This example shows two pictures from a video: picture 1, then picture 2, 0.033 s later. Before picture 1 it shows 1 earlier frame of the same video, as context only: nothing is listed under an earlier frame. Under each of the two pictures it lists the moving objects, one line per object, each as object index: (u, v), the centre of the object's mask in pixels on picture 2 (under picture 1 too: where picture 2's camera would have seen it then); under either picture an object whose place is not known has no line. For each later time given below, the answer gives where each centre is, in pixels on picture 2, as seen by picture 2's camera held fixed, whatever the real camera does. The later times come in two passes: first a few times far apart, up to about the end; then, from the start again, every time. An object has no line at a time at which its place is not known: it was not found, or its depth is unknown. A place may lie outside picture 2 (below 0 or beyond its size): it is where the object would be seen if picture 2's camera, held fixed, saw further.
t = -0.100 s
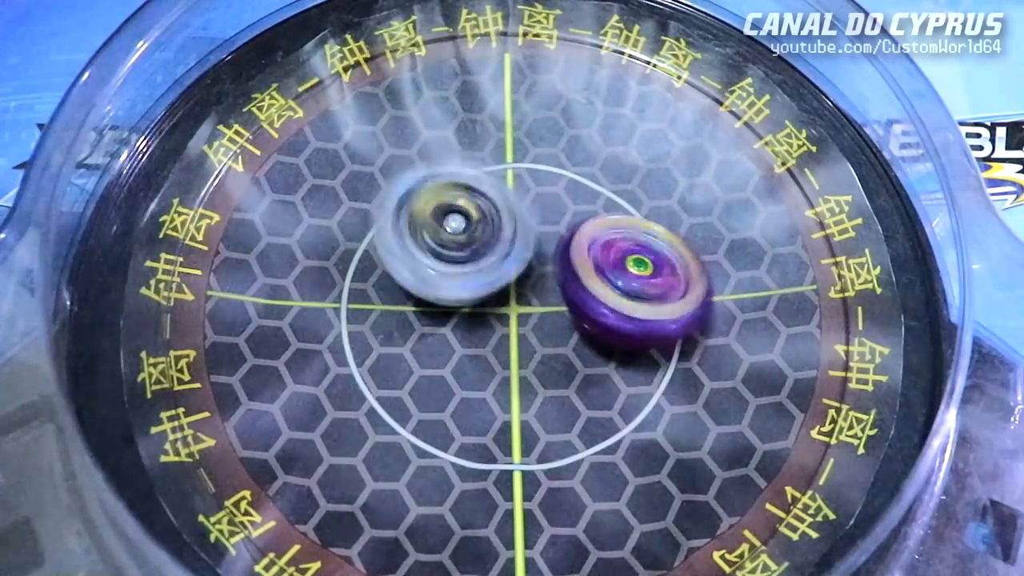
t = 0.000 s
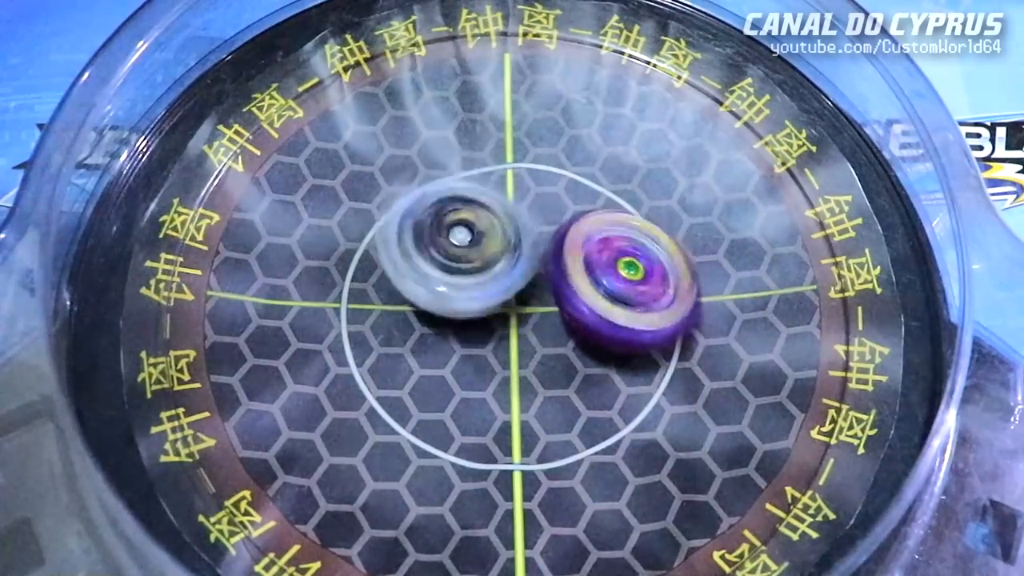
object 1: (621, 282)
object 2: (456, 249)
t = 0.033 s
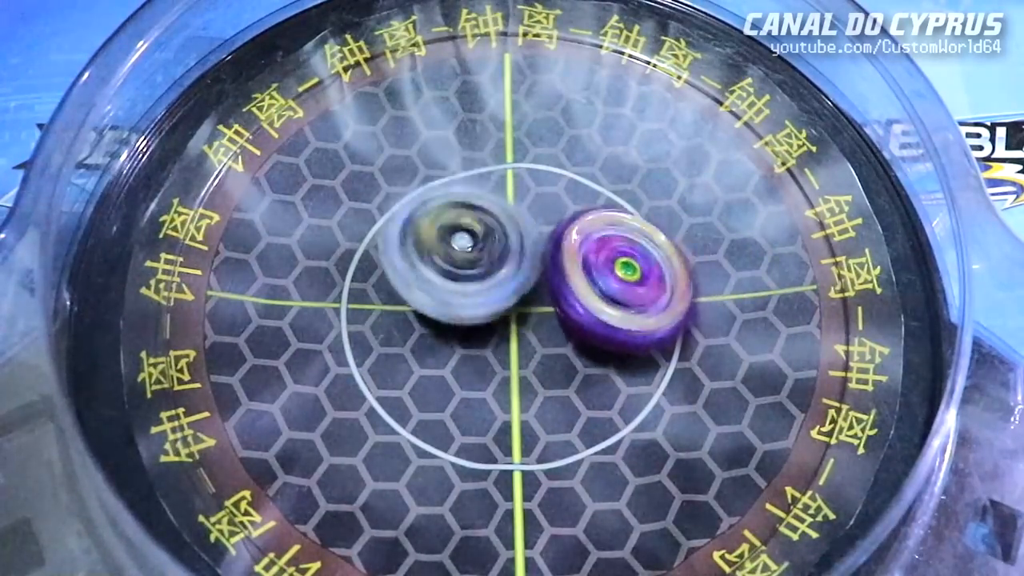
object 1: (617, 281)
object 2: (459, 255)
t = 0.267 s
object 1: (649, 285)
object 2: (445, 305)
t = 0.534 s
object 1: (607, 275)
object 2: (470, 362)
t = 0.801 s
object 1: (627, 259)
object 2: (487, 399)
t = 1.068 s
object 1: (595, 205)
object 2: (482, 396)
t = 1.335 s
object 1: (582, 196)
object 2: (457, 365)
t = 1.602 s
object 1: (578, 195)
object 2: (429, 337)
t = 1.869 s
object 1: (543, 220)
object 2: (410, 331)
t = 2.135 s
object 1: (562, 232)
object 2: (433, 324)
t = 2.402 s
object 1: (564, 235)
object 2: (434, 325)
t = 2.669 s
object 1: (593, 254)
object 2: (441, 321)
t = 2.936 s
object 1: (590, 246)
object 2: (455, 339)
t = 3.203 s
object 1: (618, 242)
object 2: (491, 345)
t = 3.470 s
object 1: (601, 251)
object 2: (468, 351)
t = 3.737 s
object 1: (596, 248)
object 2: (467, 347)
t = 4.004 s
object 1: (598, 245)
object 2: (482, 349)
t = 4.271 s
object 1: (599, 244)
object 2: (487, 351)
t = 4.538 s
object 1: (600, 244)
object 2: (487, 351)
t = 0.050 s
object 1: (616, 282)
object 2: (460, 255)
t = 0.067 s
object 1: (616, 283)
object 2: (461, 262)
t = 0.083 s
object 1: (617, 284)
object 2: (462, 262)
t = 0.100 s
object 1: (619, 285)
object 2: (461, 269)
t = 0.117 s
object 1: (629, 288)
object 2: (456, 271)
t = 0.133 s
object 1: (636, 286)
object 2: (454, 277)
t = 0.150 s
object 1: (643, 286)
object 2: (453, 279)
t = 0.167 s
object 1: (647, 285)
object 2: (454, 283)
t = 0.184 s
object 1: (650, 284)
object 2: (452, 284)
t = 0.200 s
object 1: (652, 285)
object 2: (450, 289)
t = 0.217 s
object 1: (652, 283)
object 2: (450, 290)
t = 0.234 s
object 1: (651, 282)
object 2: (449, 295)
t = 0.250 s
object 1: (652, 284)
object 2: (447, 299)
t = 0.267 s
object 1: (649, 285)
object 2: (445, 305)
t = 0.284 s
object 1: (648, 287)
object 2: (447, 310)
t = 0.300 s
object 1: (646, 289)
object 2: (446, 313)
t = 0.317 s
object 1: (644, 290)
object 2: (448, 317)
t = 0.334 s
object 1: (640, 292)
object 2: (446, 321)
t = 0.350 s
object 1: (637, 293)
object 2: (450, 327)
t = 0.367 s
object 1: (632, 295)
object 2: (451, 329)
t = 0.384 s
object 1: (628, 294)
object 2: (455, 334)
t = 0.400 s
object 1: (624, 293)
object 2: (455, 335)
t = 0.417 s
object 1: (621, 292)
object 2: (459, 343)
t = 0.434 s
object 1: (616, 291)
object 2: (460, 344)
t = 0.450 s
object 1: (615, 288)
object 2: (463, 350)
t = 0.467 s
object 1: (612, 285)
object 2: (463, 352)
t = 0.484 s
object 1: (611, 282)
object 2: (465, 358)
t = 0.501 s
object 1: (608, 279)
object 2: (468, 358)
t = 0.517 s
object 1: (608, 276)
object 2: (468, 363)
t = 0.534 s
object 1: (607, 275)
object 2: (470, 362)
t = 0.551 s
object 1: (606, 273)
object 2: (470, 368)
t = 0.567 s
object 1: (606, 269)
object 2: (476, 370)
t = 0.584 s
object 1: (602, 270)
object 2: (476, 372)
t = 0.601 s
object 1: (604, 268)
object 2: (482, 374)
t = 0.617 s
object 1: (607, 262)
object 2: (478, 381)
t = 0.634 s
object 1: (613, 254)
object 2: (480, 386)
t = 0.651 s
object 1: (618, 250)
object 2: (480, 387)
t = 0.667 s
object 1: (620, 249)
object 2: (480, 390)
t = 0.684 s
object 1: (623, 246)
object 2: (480, 390)
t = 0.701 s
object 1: (626, 246)
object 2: (480, 395)
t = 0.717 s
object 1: (627, 245)
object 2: (482, 395)
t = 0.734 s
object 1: (629, 247)
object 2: (481, 399)
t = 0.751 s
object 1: (630, 250)
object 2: (485, 399)
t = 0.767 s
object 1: (630, 252)
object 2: (484, 401)
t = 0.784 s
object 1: (629, 254)
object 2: (489, 402)
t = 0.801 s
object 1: (627, 259)
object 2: (487, 399)
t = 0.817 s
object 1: (626, 261)
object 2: (489, 402)
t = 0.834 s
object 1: (622, 264)
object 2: (489, 400)
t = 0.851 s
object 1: (619, 266)
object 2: (490, 401)
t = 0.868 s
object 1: (615, 267)
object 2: (493, 397)
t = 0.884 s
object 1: (611, 268)
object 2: (491, 397)
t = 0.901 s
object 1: (609, 268)
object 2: (495, 394)
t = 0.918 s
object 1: (601, 268)
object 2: (492, 395)
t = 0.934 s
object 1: (598, 266)
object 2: (497, 392)
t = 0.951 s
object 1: (593, 267)
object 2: (497, 387)
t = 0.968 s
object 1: (590, 263)
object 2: (499, 386)
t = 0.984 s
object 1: (588, 260)
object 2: (499, 382)
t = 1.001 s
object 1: (587, 254)
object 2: (495, 390)
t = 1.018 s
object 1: (591, 241)
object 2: (493, 393)
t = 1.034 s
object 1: (593, 232)
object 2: (488, 397)
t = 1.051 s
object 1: (593, 215)
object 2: (486, 399)
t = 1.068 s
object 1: (595, 205)
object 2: (482, 396)
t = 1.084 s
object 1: (597, 198)
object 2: (479, 399)
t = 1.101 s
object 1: (597, 192)
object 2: (477, 397)
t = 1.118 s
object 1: (596, 185)
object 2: (470, 399)
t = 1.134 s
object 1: (595, 182)
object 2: (470, 402)
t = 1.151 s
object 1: (595, 178)
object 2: (469, 399)
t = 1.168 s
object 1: (595, 178)
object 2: (471, 399)
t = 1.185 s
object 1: (595, 178)
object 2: (470, 394)
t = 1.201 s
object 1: (595, 178)
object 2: (465, 392)
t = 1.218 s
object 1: (594, 180)
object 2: (463, 392)
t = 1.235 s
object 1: (594, 181)
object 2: (460, 387)
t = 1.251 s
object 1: (594, 183)
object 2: (460, 389)
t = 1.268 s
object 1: (592, 185)
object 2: (462, 385)
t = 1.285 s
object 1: (589, 189)
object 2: (459, 380)
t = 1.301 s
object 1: (587, 191)
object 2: (461, 376)
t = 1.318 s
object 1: (585, 193)
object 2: (458, 368)
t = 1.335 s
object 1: (582, 196)
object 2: (457, 365)
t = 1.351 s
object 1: (579, 198)
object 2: (459, 357)
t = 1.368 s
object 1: (575, 202)
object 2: (455, 354)
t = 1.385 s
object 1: (570, 204)
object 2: (456, 354)
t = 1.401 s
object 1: (567, 207)
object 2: (455, 346)
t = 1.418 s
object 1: (565, 209)
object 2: (455, 344)
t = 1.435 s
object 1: (562, 211)
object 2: (459, 337)
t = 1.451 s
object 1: (559, 213)
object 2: (455, 332)
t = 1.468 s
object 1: (556, 214)
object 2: (457, 329)
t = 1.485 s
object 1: (554, 213)
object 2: (454, 324)
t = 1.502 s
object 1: (557, 211)
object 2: (446, 332)
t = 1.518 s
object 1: (563, 205)
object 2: (443, 334)
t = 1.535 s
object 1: (567, 199)
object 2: (437, 336)
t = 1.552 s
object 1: (570, 193)
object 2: (433, 338)
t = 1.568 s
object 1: (574, 195)
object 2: (430, 338)
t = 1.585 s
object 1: (576, 194)
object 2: (428, 339)
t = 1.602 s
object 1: (578, 195)
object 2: (429, 337)
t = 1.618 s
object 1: (580, 198)
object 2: (424, 334)
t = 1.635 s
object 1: (580, 200)
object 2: (420, 334)
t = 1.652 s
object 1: (578, 204)
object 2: (419, 331)
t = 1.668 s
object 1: (576, 205)
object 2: (414, 333)
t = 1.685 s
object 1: (572, 209)
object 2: (413, 333)
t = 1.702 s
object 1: (567, 212)
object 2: (411, 331)
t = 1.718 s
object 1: (564, 215)
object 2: (409, 334)
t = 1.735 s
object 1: (559, 220)
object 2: (411, 333)
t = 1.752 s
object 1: (552, 223)
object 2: (410, 330)
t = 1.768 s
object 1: (550, 225)
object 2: (409, 330)
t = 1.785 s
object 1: (546, 227)
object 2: (411, 327)
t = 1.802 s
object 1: (542, 232)
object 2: (408, 325)
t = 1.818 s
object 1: (539, 232)
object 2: (412, 328)
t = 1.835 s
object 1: (533, 232)
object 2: (415, 324)
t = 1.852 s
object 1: (534, 231)
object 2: (413, 327)
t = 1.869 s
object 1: (543, 220)
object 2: (410, 331)
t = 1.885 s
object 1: (548, 213)
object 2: (408, 332)
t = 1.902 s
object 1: (552, 206)
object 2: (406, 337)
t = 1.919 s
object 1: (558, 202)
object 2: (409, 342)
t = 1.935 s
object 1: (564, 199)
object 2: (415, 340)
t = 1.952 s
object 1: (568, 196)
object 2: (417, 341)
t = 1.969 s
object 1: (574, 195)
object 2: (420, 343)
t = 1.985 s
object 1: (575, 196)
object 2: (424, 340)
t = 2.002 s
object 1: (577, 197)
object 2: (421, 336)
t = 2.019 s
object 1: (580, 202)
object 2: (423, 337)
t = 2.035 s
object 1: (581, 206)
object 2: (428, 332)
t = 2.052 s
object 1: (580, 211)
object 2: (423, 330)
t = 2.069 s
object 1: (578, 215)
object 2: (424, 332)
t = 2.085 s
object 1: (573, 222)
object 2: (431, 327)
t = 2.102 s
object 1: (570, 226)
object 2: (427, 324)
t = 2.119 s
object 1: (566, 229)
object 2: (427, 328)
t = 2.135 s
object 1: (562, 232)
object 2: (433, 324)
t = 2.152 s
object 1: (559, 234)
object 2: (432, 320)
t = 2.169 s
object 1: (555, 236)
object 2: (429, 321)
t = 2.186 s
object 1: (551, 238)
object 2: (433, 322)
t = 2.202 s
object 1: (551, 239)
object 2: (429, 319)
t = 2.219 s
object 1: (551, 240)
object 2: (423, 322)
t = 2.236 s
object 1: (553, 239)
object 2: (424, 325)
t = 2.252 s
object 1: (554, 239)
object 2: (422, 326)
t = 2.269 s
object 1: (553, 240)
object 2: (422, 327)
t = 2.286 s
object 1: (554, 239)
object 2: (423, 328)
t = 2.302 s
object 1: (553, 240)
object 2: (425, 328)
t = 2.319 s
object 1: (552, 240)
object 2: (427, 328)
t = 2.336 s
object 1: (553, 237)
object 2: (430, 327)
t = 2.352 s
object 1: (555, 236)
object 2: (429, 325)
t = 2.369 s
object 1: (557, 236)
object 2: (429, 326)
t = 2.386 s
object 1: (561, 232)
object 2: (430, 329)
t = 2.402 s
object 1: (564, 235)
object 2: (434, 325)
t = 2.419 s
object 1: (567, 235)
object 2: (431, 325)
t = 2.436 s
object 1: (568, 236)
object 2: (433, 325)
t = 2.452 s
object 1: (571, 237)
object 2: (436, 325)
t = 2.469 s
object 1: (574, 239)
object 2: (433, 318)
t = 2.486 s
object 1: (576, 240)
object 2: (435, 320)
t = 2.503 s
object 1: (578, 241)
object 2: (440, 317)
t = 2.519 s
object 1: (580, 241)
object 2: (440, 314)
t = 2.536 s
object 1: (580, 244)
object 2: (439, 316)
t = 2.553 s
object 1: (581, 244)
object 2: (443, 317)
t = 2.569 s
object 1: (586, 247)
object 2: (442, 314)
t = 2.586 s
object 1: (590, 249)
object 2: (435, 314)
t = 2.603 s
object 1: (592, 250)
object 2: (432, 321)
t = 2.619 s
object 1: (593, 251)
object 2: (436, 324)
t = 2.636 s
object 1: (594, 251)
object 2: (438, 320)
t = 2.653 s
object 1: (594, 253)
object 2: (437, 320)
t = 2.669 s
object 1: (593, 254)
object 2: (441, 321)
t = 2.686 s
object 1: (592, 255)
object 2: (447, 318)
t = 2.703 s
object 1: (591, 259)
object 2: (447, 313)
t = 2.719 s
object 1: (592, 255)
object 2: (442, 316)
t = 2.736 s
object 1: (595, 252)
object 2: (438, 319)
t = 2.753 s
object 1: (599, 250)
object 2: (437, 320)
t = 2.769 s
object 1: (602, 250)
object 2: (435, 323)
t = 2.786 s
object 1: (603, 250)
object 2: (434, 326)
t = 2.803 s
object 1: (602, 248)
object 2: (437, 329)
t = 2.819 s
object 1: (604, 247)
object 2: (440, 330)
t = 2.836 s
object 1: (604, 248)
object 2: (444, 331)
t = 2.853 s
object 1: (599, 249)
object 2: (451, 334)
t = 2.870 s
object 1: (596, 250)
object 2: (455, 331)
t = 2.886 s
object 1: (591, 251)
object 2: (456, 329)
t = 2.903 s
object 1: (588, 252)
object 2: (457, 328)
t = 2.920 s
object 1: (587, 252)
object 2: (461, 331)
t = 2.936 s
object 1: (590, 246)
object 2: (455, 339)
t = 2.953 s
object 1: (594, 238)
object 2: (448, 346)
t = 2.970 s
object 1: (600, 228)
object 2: (440, 352)
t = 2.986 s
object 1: (601, 226)
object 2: (437, 357)
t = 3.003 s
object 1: (606, 219)
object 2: (439, 362)
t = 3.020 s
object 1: (607, 220)
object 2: (442, 365)
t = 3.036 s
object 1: (611, 218)
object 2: (446, 366)
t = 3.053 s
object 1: (614, 217)
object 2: (445, 368)
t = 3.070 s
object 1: (616, 217)
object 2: (448, 369)
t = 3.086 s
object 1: (618, 217)
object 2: (453, 372)
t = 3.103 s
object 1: (618, 221)
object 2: (459, 372)
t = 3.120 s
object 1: (620, 222)
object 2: (467, 368)
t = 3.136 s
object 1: (620, 223)
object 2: (471, 364)
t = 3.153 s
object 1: (619, 228)
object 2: (473, 359)
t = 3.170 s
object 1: (619, 232)
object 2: (477, 358)
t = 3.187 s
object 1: (619, 237)
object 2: (485, 353)
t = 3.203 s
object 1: (618, 242)
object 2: (491, 345)
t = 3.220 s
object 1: (617, 249)
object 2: (494, 337)
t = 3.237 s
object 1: (613, 251)
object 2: (494, 333)
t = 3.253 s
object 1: (610, 249)
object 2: (495, 332)
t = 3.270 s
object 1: (609, 250)
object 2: (496, 336)
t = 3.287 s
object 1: (609, 248)
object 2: (494, 341)
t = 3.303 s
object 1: (609, 250)
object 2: (492, 345)
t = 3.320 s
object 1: (609, 249)
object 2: (491, 346)
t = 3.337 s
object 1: (608, 253)
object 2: (489, 343)
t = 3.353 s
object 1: (607, 254)
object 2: (487, 343)
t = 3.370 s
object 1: (606, 254)
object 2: (486, 345)
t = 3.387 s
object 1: (605, 256)
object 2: (486, 344)
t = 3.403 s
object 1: (604, 254)
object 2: (484, 344)
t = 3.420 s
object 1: (602, 253)
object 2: (481, 344)
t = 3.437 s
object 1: (602, 253)
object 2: (476, 346)
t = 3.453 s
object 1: (603, 252)
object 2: (471, 348)
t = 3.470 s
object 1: (601, 251)
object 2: (468, 351)
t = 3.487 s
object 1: (600, 250)
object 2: (465, 353)
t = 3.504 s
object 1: (598, 248)
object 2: (462, 354)
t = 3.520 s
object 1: (597, 248)
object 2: (460, 354)
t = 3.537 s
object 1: (596, 248)
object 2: (457, 354)
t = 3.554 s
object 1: (596, 249)
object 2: (453, 353)
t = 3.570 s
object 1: (595, 249)
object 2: (450, 352)
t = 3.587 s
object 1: (595, 249)
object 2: (449, 351)
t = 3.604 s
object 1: (595, 249)
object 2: (448, 352)
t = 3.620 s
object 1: (595, 249)
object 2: (448, 352)
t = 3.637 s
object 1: (595, 249)
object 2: (448, 354)
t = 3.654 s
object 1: (595, 249)
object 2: (450, 352)
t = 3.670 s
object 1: (595, 249)
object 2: (454, 353)
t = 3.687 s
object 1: (596, 248)
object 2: (458, 350)
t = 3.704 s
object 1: (596, 248)
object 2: (462, 349)
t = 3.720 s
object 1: (596, 248)
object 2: (464, 348)
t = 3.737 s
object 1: (596, 248)
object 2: (467, 347)
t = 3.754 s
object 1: (595, 249)
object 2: (471, 345)
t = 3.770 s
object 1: (596, 249)
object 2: (474, 344)
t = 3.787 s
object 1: (596, 248)
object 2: (475, 343)
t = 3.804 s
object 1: (596, 248)
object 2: (467, 336)
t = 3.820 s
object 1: (597, 247)
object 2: (467, 338)
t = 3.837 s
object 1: (597, 247)
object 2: (467, 341)
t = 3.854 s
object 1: (597, 247)
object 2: (469, 344)
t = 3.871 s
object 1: (597, 247)
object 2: (470, 346)
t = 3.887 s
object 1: (598, 246)
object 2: (472, 346)
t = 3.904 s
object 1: (598, 246)
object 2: (473, 347)
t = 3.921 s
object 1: (598, 246)
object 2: (477, 348)
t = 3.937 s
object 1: (598, 246)
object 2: (478, 349)
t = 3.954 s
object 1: (598, 246)
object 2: (479, 349)
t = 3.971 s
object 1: (598, 246)
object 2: (480, 349)
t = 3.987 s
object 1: (598, 246)
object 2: (481, 349)
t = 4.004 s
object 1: (598, 245)
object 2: (482, 349)
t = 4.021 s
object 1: (599, 245)
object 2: (482, 349)
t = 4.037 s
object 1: (599, 245)
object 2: (483, 350)
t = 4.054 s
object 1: (599, 245)
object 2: (483, 350)
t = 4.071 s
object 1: (599, 245)
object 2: (483, 351)
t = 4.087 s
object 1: (599, 245)
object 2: (484, 351)
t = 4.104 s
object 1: (599, 245)
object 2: (484, 351)
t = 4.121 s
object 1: (599, 245)
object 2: (485, 351)
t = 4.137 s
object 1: (599, 244)
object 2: (486, 351)
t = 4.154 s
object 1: (599, 244)
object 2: (486, 351)
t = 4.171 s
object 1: (600, 244)
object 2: (487, 351)
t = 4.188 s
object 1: (599, 244)
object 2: (487, 351)
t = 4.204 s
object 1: (599, 244)
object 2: (487, 352)
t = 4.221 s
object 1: (599, 244)
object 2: (487, 351)
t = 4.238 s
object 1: (600, 244)
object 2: (487, 351)
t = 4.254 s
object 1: (599, 244)
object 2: (487, 351)
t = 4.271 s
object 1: (599, 244)
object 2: (487, 351)
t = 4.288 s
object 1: (600, 244)
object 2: (487, 351)
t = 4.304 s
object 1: (600, 244)
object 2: (487, 351)
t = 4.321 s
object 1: (599, 244)
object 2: (487, 351)
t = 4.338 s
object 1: (599, 244)
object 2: (487, 351)
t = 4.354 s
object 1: (599, 244)
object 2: (487, 351)
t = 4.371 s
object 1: (600, 244)
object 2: (487, 351)
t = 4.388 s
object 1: (599, 244)
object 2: (487, 351)
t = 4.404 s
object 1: (600, 244)
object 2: (487, 351)
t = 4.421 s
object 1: (599, 244)
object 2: (487, 351)
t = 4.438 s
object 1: (599, 244)
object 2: (487, 351)
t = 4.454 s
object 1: (600, 244)
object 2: (487, 351)
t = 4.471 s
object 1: (599, 244)
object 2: (487, 351)
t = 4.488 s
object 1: (599, 244)
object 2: (487, 351)
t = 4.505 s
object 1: (599, 244)
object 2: (487, 351)
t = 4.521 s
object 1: (599, 244)
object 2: (487, 351)
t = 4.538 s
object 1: (600, 244)
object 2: (487, 351)
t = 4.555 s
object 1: (599, 244)
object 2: (487, 351)
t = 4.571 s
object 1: (600, 244)
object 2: (487, 351)
